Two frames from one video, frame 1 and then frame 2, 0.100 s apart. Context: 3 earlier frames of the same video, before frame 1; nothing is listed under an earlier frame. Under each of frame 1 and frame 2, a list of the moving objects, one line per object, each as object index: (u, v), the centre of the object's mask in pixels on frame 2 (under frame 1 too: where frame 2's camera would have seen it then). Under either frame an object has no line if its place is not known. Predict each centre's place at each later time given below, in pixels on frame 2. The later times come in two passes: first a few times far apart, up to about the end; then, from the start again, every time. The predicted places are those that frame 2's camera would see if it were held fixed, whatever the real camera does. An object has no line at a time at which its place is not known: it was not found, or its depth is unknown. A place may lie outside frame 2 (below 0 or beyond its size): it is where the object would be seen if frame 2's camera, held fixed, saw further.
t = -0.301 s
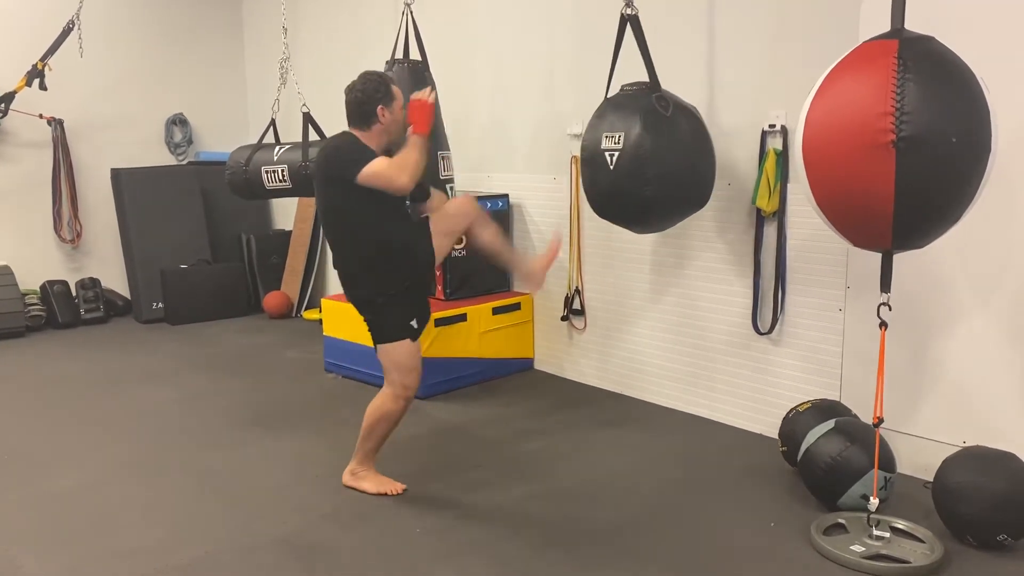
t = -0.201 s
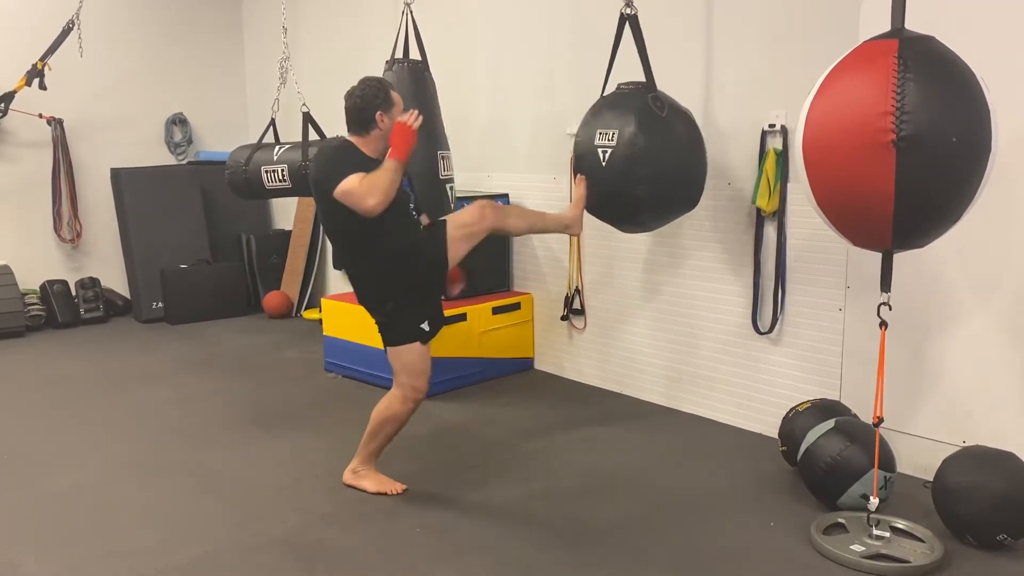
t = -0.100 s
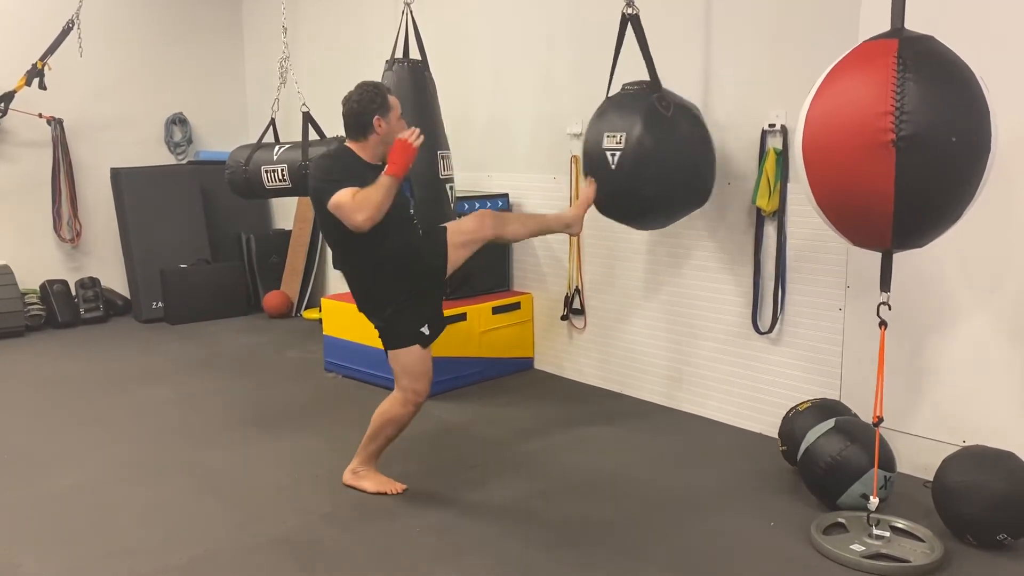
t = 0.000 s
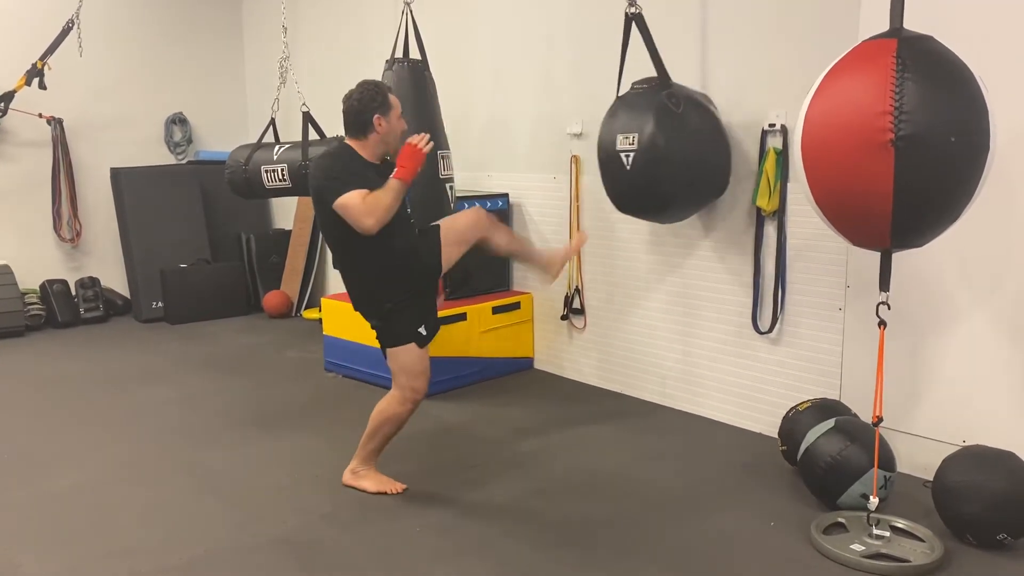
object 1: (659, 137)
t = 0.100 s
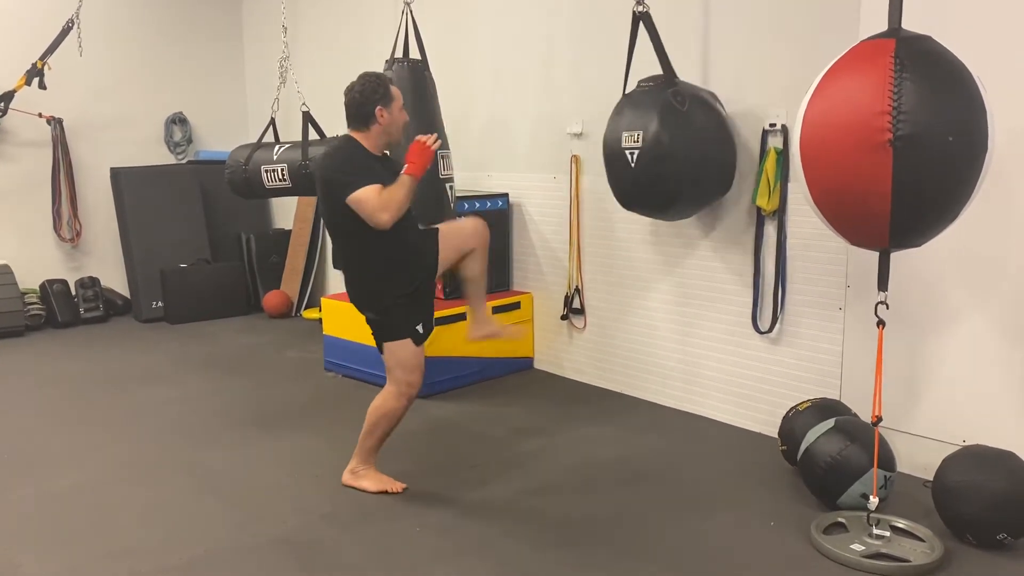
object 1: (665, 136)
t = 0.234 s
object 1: (656, 138)
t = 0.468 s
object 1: (627, 145)
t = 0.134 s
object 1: (663, 136)
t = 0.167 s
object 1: (661, 136)
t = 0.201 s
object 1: (659, 138)
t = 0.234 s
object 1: (656, 138)
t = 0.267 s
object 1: (653, 139)
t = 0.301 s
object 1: (650, 140)
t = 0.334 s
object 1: (646, 141)
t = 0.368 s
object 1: (642, 141)
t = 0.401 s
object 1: (637, 142)
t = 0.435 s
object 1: (632, 144)
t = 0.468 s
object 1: (627, 145)
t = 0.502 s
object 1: (621, 145)
